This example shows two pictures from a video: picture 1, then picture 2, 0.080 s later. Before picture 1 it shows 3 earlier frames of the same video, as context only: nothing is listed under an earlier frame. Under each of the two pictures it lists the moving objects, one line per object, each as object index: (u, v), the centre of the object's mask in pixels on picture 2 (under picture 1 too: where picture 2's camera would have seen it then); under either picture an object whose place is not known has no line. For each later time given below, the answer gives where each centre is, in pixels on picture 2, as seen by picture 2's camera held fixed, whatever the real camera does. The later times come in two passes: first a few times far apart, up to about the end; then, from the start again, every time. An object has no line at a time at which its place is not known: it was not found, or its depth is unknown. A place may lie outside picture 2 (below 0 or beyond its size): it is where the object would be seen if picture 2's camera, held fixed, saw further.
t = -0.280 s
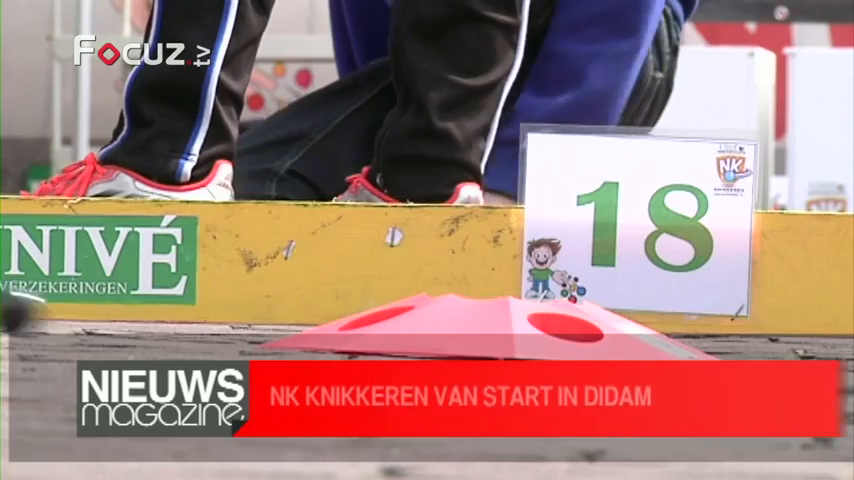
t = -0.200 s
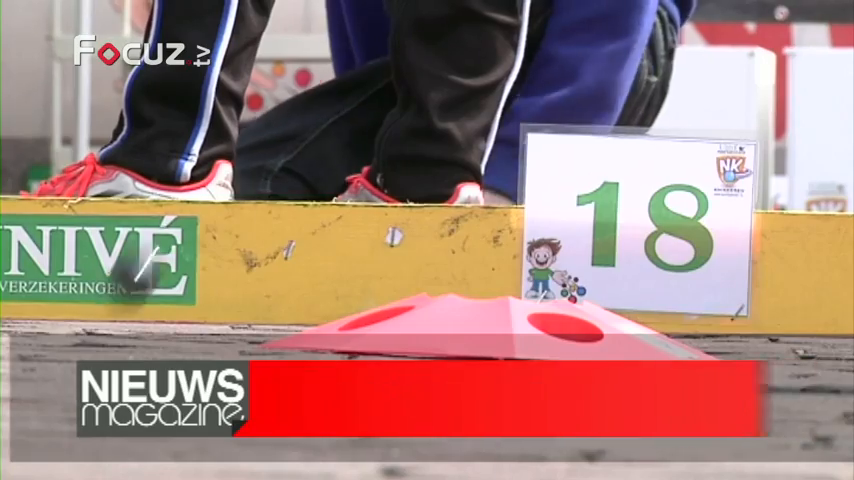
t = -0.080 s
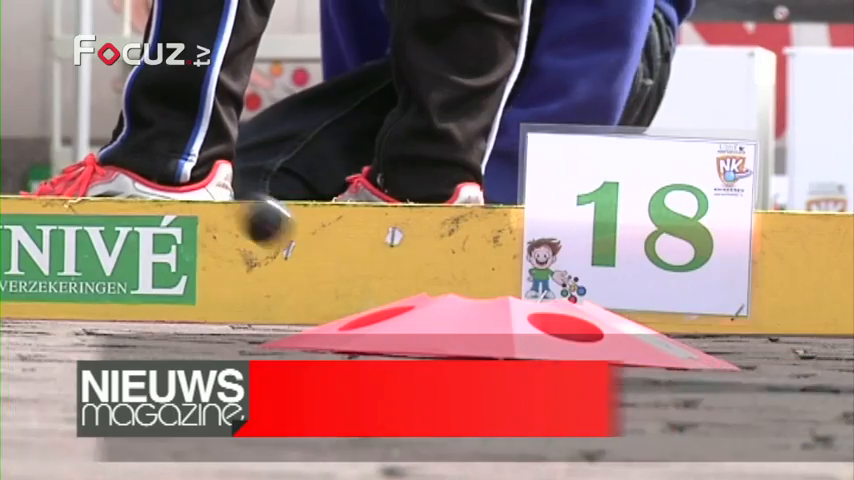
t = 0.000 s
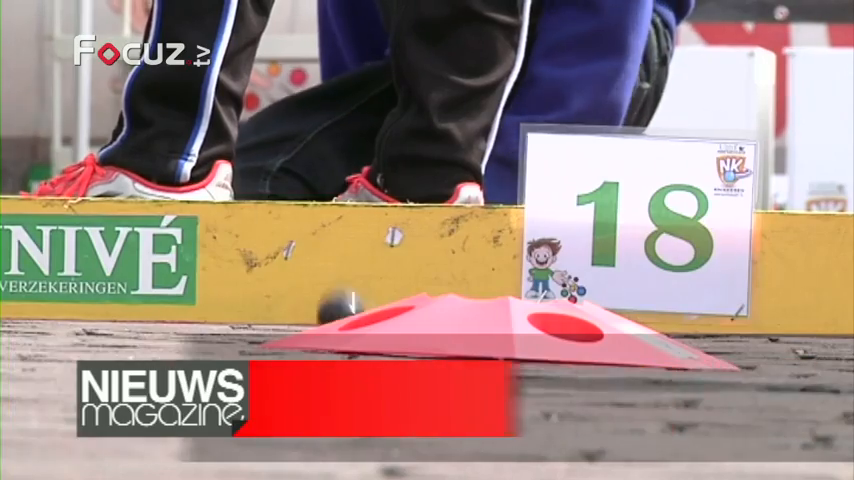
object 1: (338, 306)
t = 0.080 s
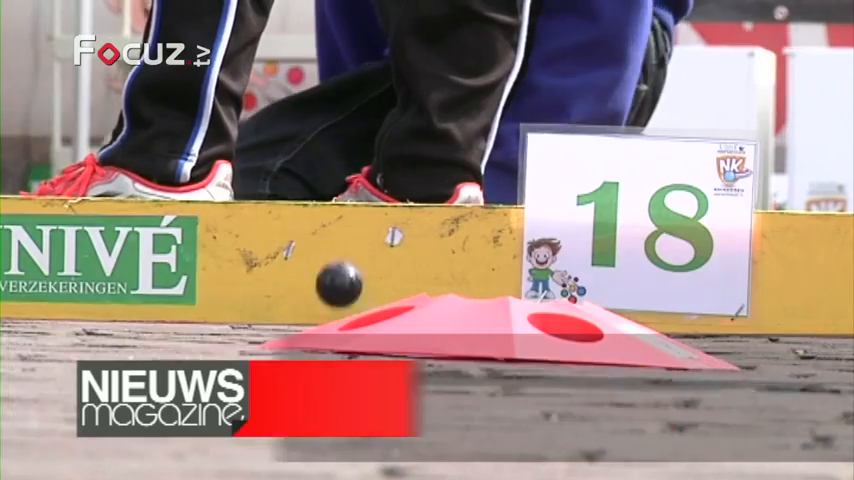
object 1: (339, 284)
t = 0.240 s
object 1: (323, 289)
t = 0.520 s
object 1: (260, 314)
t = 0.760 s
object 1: (189, 321)
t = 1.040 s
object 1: (141, 319)
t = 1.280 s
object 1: (136, 319)
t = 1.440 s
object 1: (142, 319)
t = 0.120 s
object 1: (336, 304)
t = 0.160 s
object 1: (333, 289)
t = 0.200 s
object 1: (328, 277)
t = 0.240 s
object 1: (323, 289)
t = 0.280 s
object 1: (314, 312)
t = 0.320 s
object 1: (307, 310)
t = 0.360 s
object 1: (297, 315)
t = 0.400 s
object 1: (288, 318)
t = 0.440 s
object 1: (278, 320)
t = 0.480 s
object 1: (269, 308)
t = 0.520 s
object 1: (260, 314)
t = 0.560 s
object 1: (249, 321)
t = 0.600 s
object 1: (234, 322)
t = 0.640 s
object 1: (221, 321)
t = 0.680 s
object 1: (209, 321)
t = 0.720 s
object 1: (198, 321)
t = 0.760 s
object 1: (189, 321)
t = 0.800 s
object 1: (179, 321)
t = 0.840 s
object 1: (169, 321)
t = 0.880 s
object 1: (160, 320)
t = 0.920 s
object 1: (154, 320)
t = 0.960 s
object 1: (148, 319)
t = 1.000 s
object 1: (144, 319)
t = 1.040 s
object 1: (141, 319)
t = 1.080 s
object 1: (138, 319)
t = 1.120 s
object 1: (137, 319)
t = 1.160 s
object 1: (136, 319)
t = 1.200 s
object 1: (136, 319)
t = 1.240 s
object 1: (136, 319)
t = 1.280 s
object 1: (136, 319)
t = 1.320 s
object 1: (137, 319)
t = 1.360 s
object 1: (138, 319)
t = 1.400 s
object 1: (140, 319)
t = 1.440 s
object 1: (142, 319)
